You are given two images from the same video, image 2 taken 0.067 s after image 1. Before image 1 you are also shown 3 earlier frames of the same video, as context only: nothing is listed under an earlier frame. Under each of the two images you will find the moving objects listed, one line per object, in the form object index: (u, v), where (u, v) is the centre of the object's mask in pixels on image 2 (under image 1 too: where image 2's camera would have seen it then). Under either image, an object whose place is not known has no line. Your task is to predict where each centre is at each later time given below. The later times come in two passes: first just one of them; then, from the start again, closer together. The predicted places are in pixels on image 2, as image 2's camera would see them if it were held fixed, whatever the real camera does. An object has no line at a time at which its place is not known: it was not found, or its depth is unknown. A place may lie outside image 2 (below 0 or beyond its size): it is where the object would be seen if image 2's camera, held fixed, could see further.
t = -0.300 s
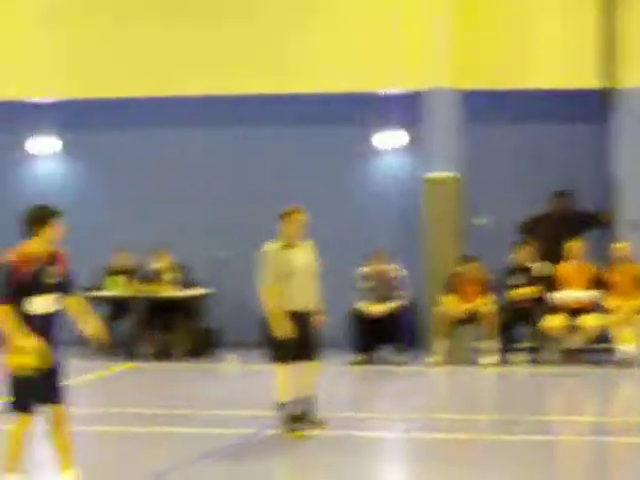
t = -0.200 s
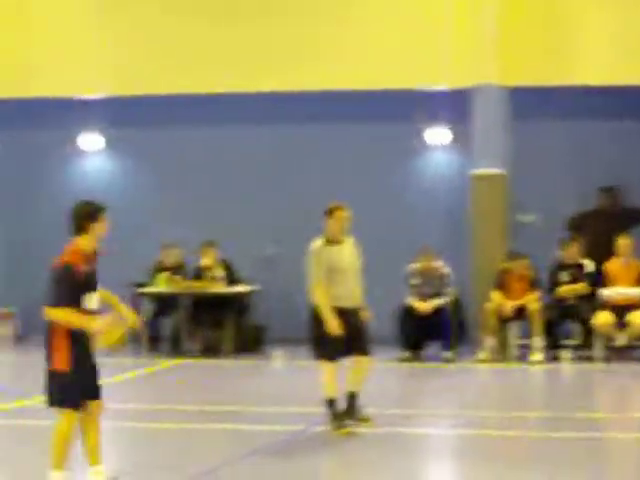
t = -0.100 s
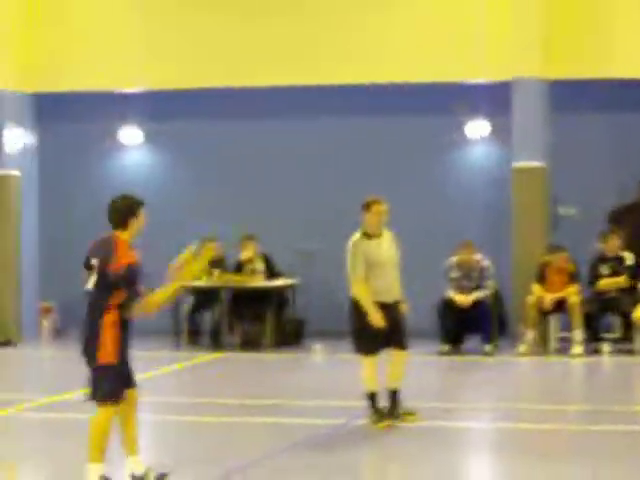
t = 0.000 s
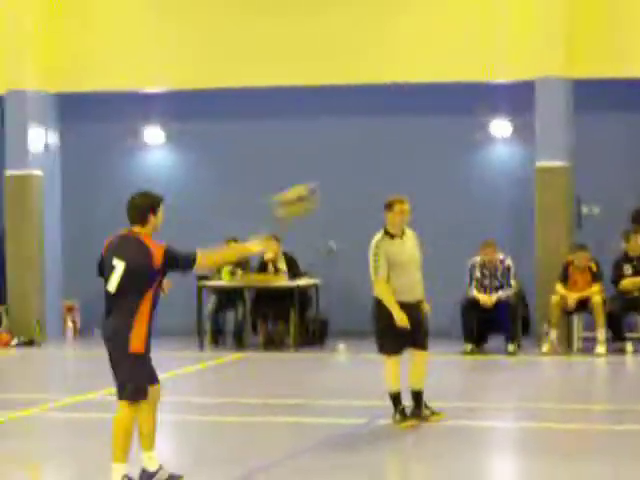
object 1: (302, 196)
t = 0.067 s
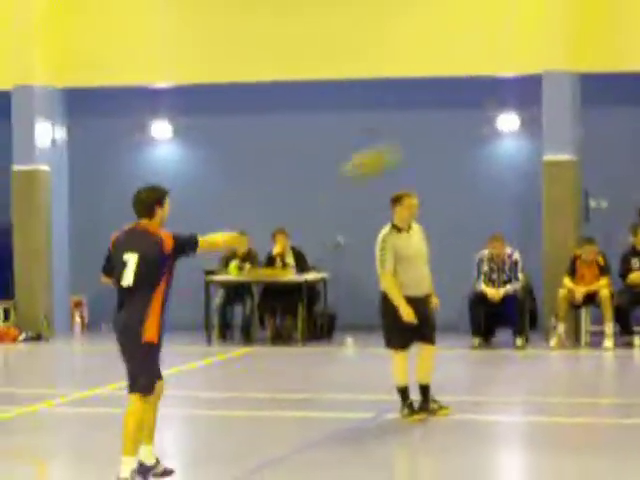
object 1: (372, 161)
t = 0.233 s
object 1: (528, 111)
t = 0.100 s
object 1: (405, 148)
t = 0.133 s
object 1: (436, 137)
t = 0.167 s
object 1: (469, 125)
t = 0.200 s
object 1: (495, 115)
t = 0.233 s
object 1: (528, 111)
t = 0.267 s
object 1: (557, 107)
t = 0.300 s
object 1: (586, 103)
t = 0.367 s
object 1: (638, 102)
